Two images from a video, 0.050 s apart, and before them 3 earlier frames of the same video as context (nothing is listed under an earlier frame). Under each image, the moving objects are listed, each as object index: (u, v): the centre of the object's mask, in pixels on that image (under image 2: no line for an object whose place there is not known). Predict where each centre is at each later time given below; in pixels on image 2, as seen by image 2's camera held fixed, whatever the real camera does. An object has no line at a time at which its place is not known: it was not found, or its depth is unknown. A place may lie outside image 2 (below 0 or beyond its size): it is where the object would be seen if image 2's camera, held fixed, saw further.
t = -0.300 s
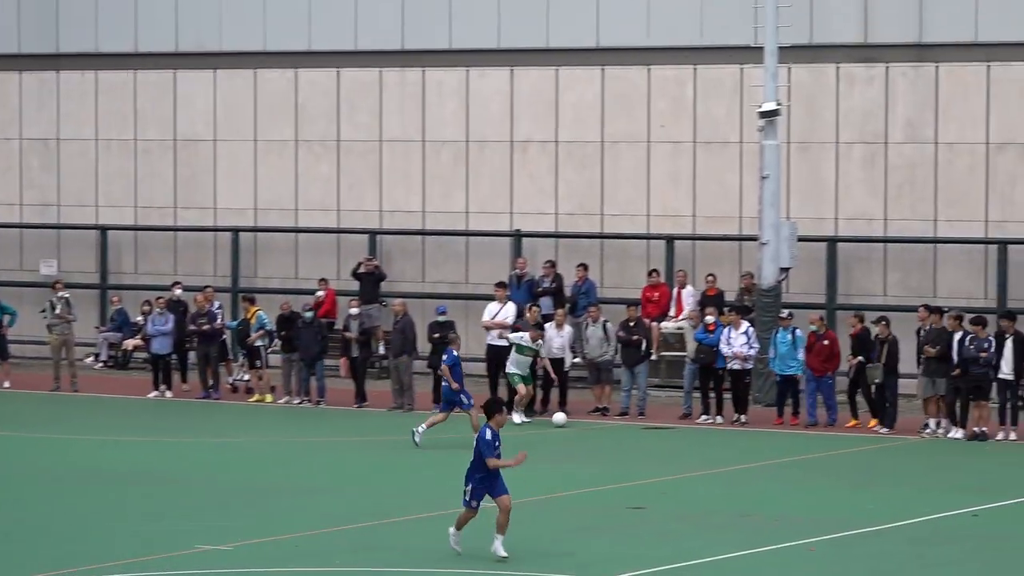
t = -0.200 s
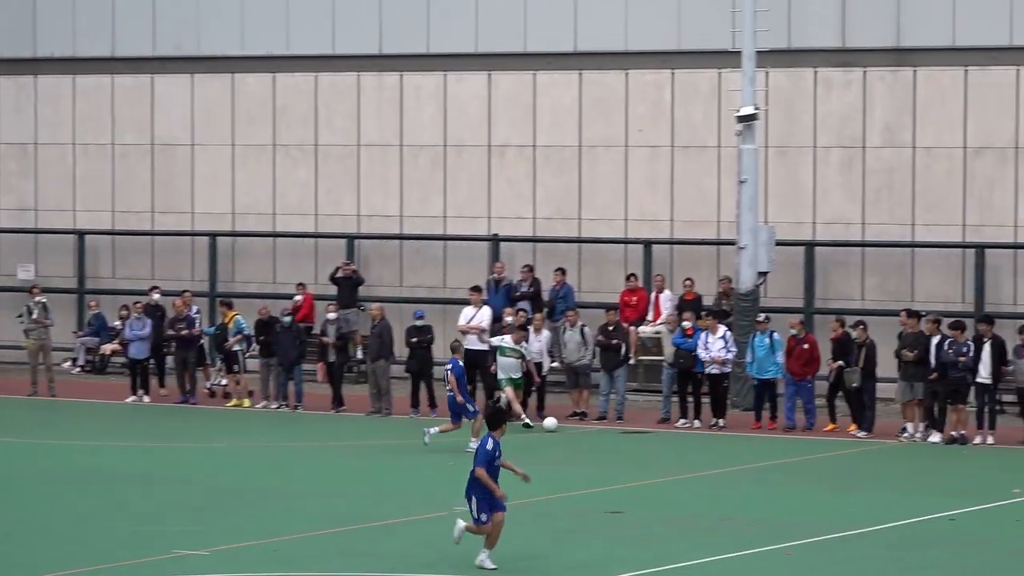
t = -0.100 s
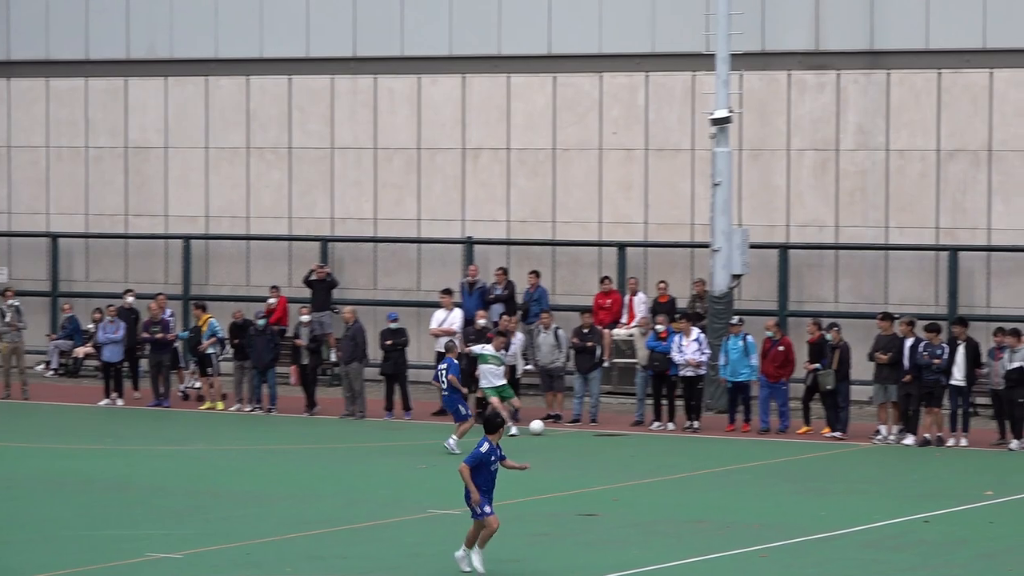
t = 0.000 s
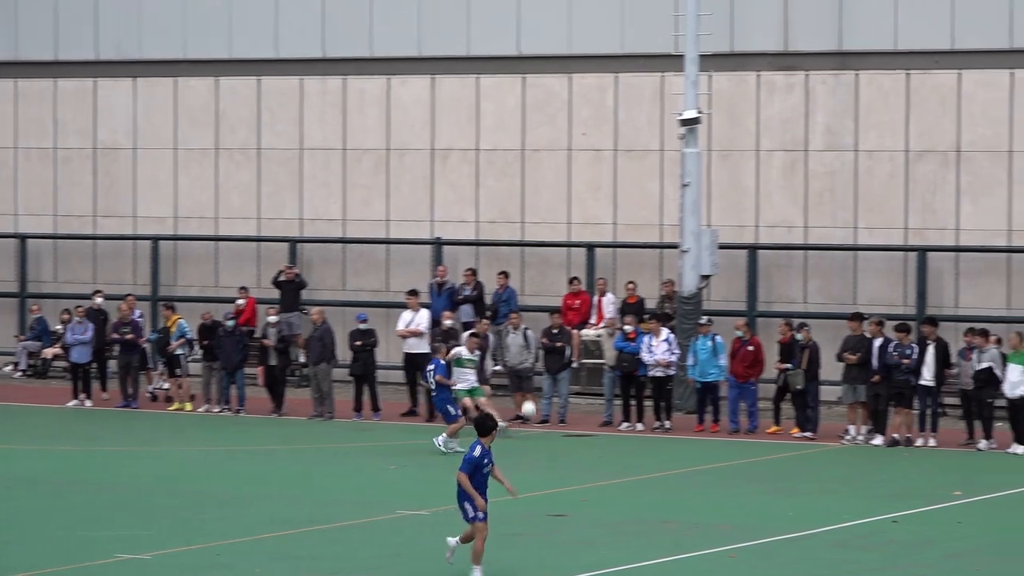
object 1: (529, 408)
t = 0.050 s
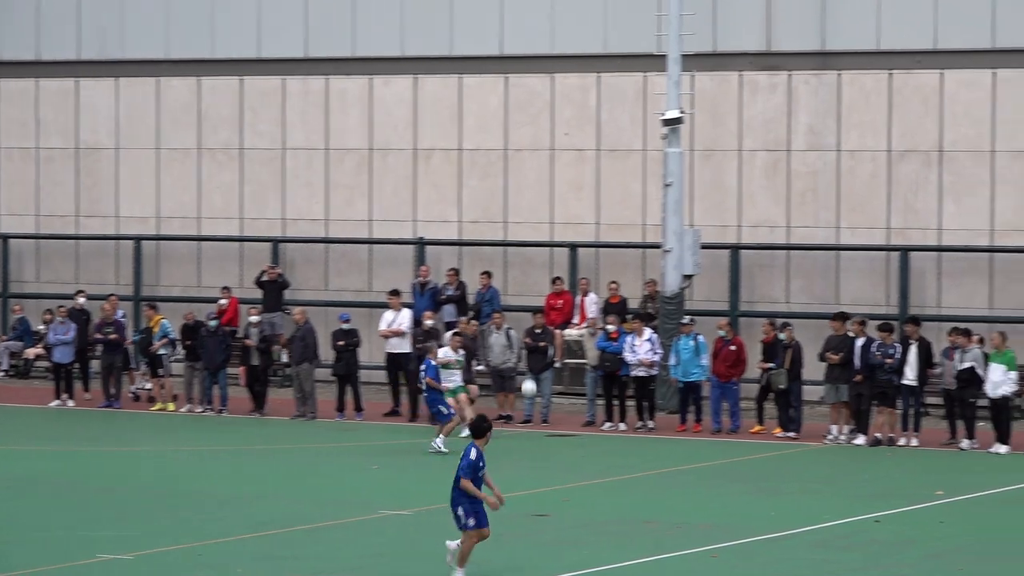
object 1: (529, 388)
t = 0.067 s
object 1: (534, 381)
